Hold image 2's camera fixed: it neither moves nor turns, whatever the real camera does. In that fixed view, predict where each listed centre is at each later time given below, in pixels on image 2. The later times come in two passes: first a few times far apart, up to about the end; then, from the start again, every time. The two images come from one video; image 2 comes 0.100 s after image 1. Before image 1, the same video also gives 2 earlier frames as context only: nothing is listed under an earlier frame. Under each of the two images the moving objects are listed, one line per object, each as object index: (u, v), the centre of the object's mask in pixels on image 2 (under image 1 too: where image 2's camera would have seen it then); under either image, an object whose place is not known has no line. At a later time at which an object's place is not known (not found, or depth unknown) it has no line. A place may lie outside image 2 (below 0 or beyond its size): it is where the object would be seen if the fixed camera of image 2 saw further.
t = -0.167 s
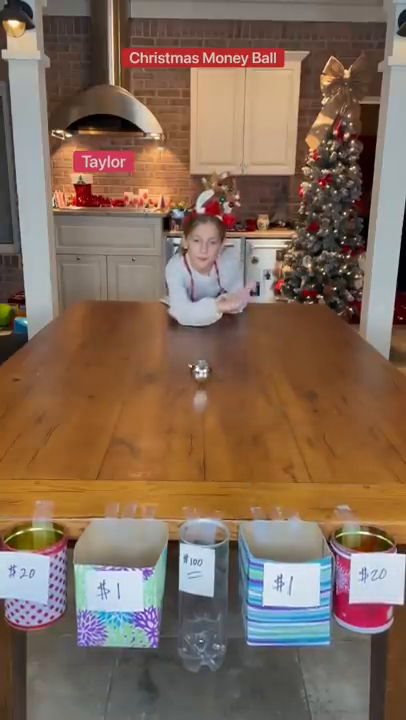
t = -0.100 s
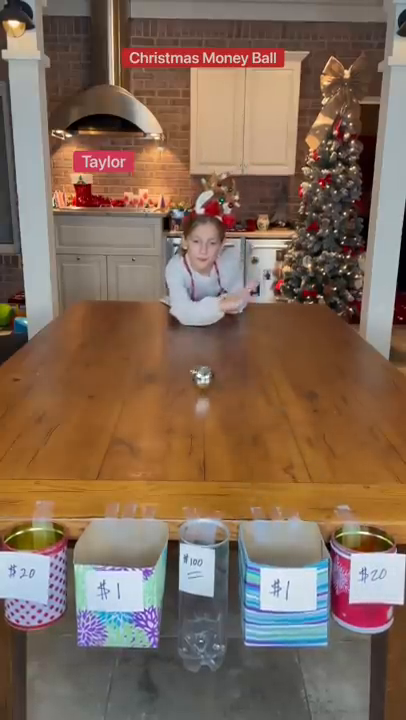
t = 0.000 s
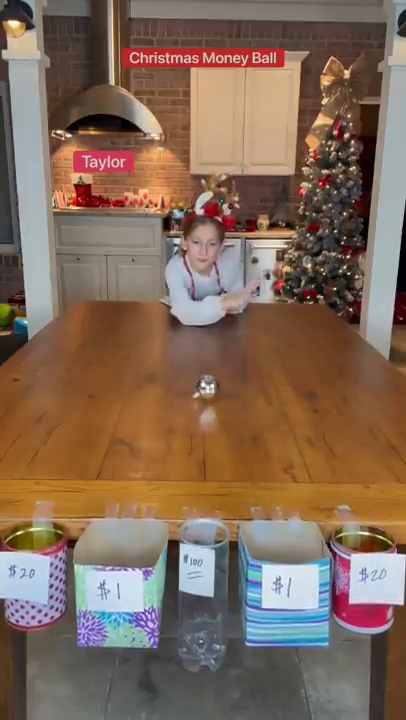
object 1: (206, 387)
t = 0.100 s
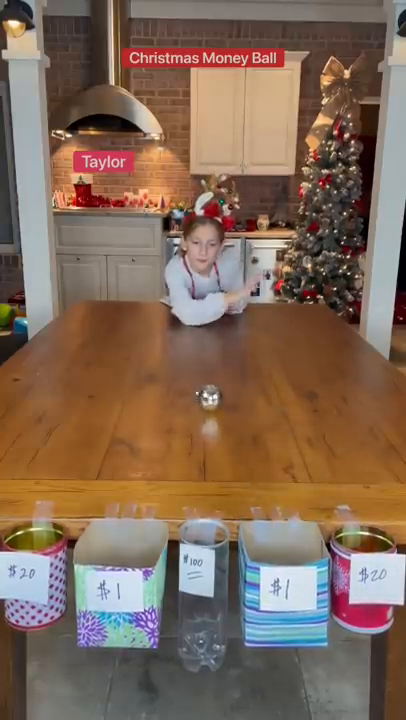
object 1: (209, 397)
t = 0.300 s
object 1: (210, 424)
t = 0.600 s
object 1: (230, 471)
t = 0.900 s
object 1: (241, 529)
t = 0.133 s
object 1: (208, 401)
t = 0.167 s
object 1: (208, 404)
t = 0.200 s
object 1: (209, 409)
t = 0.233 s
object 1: (209, 414)
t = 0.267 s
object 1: (209, 419)
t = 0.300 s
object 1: (210, 424)
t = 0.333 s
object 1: (211, 428)
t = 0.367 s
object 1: (213, 432)
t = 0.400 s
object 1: (215, 436)
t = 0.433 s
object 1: (217, 441)
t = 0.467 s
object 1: (219, 447)
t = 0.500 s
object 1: (222, 453)
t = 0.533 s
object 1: (225, 458)
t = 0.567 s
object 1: (228, 465)
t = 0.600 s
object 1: (230, 471)
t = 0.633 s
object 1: (233, 477)
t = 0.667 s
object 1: (234, 483)
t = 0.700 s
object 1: (235, 490)
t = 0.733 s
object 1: (236, 495)
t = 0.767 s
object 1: (236, 504)
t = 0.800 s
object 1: (240, 510)
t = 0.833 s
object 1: (241, 516)
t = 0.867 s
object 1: (242, 522)
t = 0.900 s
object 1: (241, 529)
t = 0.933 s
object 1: (237, 537)
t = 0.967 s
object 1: (232, 547)
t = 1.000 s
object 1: (228, 565)
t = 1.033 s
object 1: (222, 592)
